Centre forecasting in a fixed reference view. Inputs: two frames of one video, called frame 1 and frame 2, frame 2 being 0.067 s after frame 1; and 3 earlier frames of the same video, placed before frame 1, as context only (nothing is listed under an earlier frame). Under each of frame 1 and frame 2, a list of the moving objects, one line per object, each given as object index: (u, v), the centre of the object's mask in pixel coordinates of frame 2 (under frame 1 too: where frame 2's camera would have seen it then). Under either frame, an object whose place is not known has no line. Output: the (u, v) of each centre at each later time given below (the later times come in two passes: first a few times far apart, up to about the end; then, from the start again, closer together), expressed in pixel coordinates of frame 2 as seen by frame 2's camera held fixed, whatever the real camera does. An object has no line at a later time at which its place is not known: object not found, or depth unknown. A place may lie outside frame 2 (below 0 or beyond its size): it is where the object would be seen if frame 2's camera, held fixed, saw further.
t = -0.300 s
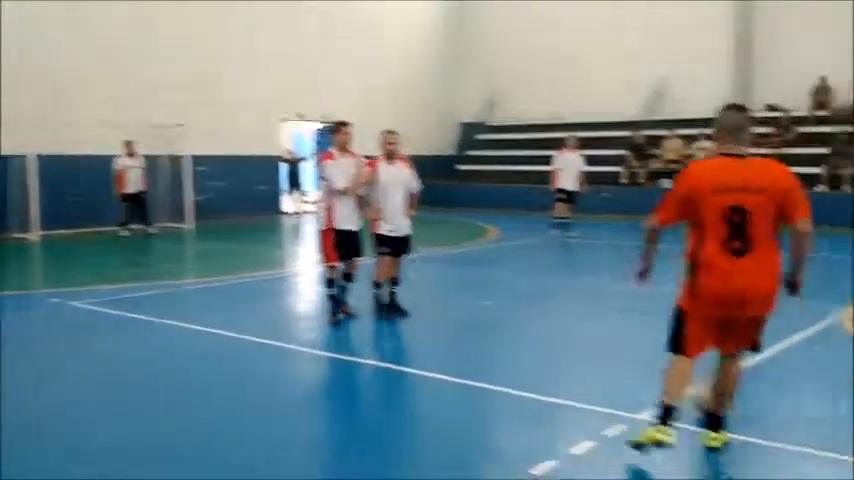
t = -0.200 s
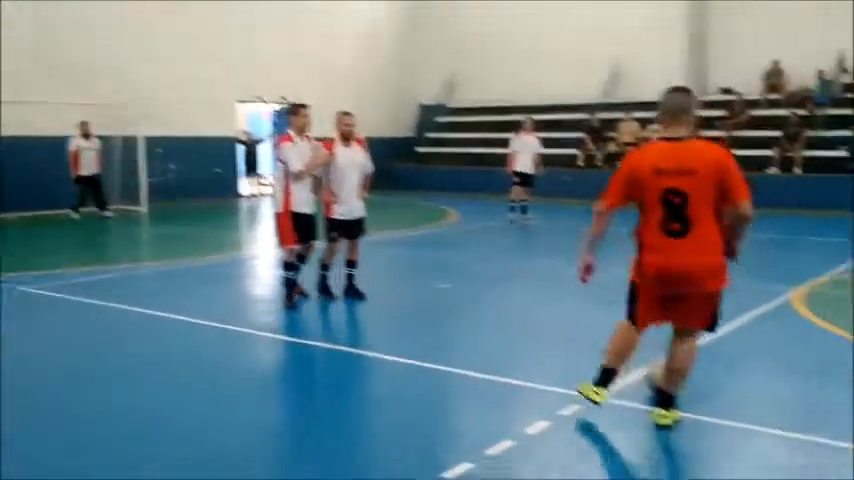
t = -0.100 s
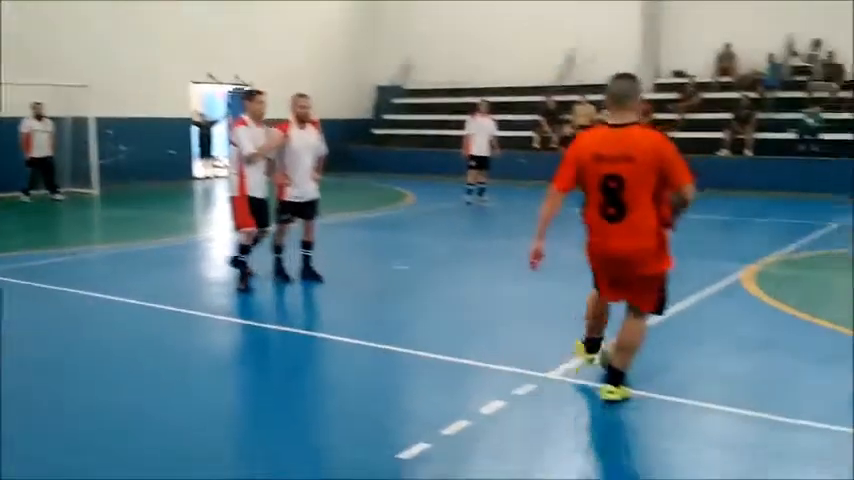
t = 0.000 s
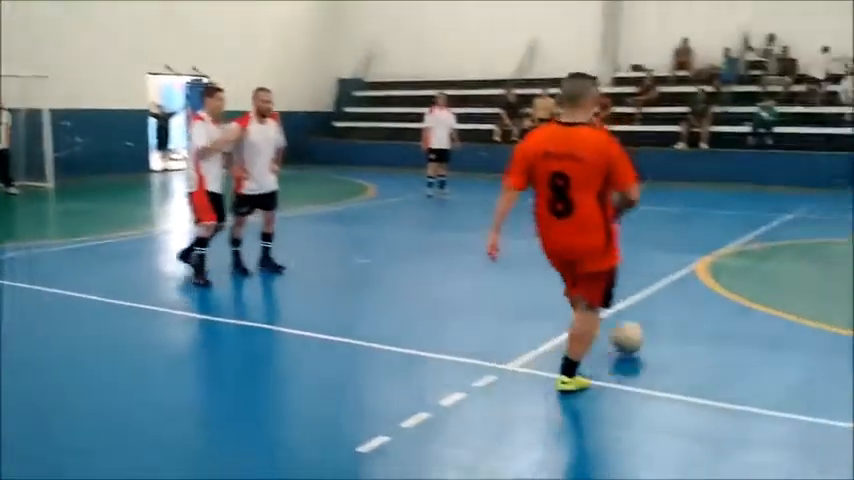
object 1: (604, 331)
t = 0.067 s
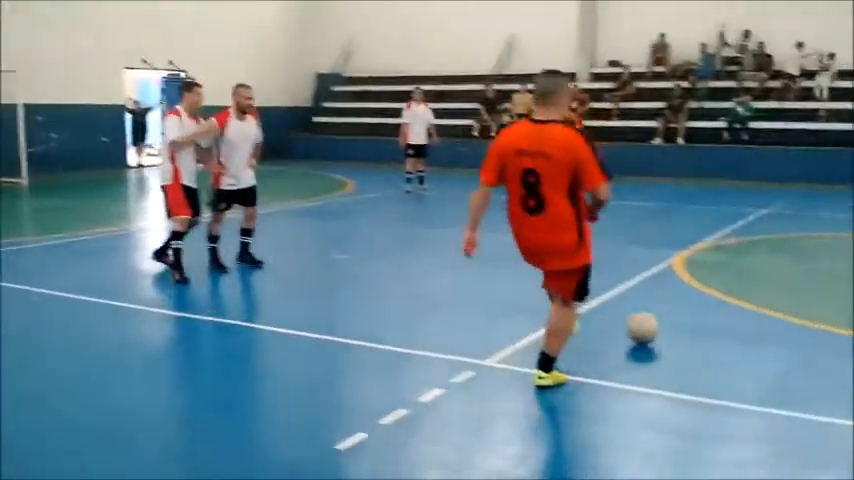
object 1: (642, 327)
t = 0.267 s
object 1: (734, 315)
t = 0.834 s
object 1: (914, 292)
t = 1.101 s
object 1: (985, 279)
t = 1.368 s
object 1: (1045, 271)
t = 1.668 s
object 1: (1113, 264)
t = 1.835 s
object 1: (1145, 259)
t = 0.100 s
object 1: (660, 325)
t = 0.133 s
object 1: (676, 323)
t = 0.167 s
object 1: (692, 321)
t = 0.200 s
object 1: (707, 319)
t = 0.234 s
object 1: (721, 317)
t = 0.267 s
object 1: (734, 315)
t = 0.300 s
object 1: (748, 313)
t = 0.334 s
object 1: (760, 312)
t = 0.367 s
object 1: (772, 310)
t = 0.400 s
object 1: (784, 308)
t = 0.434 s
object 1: (794, 307)
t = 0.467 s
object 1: (804, 306)
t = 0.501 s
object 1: (815, 307)
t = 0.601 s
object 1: (846, 306)
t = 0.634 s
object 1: (858, 300)
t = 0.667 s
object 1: (868, 298)
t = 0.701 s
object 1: (878, 297)
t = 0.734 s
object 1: (886, 295)
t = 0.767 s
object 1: (896, 294)
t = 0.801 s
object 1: (904, 293)
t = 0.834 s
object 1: (914, 292)
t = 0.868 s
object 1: (924, 290)
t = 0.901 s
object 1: (932, 288)
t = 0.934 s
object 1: (942, 286)
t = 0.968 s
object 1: (951, 285)
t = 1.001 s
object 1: (960, 283)
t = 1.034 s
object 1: (969, 282)
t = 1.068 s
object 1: (977, 281)
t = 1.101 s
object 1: (985, 279)
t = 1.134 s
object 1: (994, 278)
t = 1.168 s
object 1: (1004, 277)
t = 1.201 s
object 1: (1011, 275)
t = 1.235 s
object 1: (1018, 274)
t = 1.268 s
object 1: (1025, 274)
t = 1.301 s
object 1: (1032, 274)
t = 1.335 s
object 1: (1037, 272)
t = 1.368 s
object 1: (1045, 271)
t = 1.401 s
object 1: (1055, 267)
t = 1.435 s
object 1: (1065, 267)
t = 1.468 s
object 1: (1070, 266)
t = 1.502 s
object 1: (1077, 266)
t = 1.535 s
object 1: (1083, 266)
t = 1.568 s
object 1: (1093, 265)
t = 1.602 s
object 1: (1099, 265)
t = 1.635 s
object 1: (1106, 264)
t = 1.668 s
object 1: (1113, 264)
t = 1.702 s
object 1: (1119, 262)
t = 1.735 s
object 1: (1125, 262)
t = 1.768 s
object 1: (1131, 260)
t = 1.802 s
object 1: (1138, 260)
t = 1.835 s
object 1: (1145, 259)
